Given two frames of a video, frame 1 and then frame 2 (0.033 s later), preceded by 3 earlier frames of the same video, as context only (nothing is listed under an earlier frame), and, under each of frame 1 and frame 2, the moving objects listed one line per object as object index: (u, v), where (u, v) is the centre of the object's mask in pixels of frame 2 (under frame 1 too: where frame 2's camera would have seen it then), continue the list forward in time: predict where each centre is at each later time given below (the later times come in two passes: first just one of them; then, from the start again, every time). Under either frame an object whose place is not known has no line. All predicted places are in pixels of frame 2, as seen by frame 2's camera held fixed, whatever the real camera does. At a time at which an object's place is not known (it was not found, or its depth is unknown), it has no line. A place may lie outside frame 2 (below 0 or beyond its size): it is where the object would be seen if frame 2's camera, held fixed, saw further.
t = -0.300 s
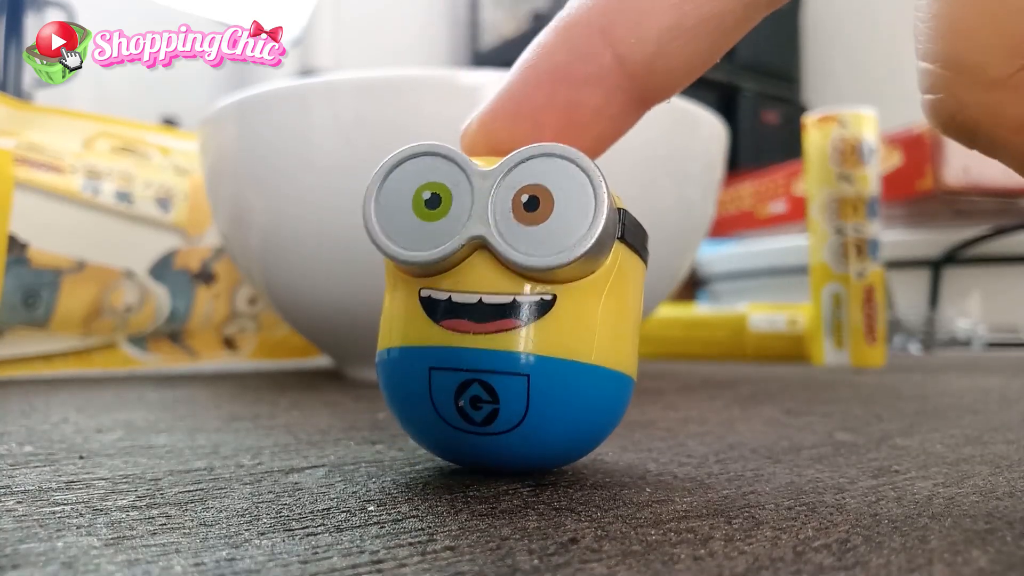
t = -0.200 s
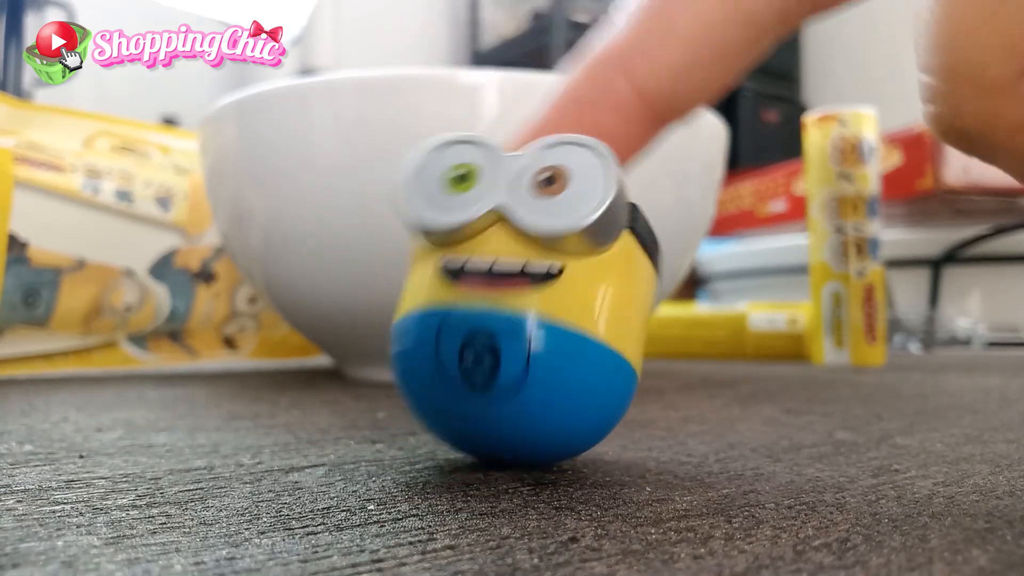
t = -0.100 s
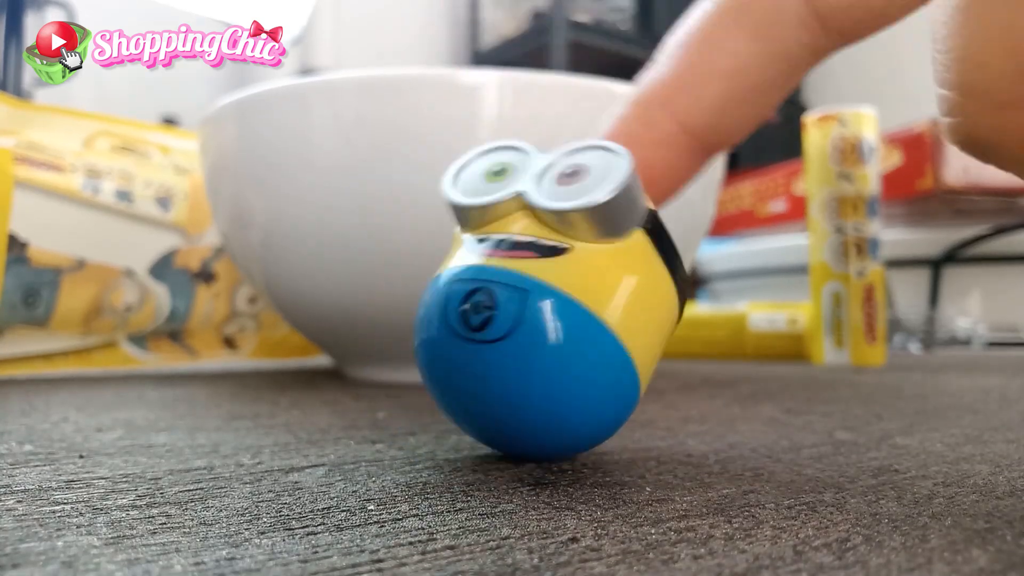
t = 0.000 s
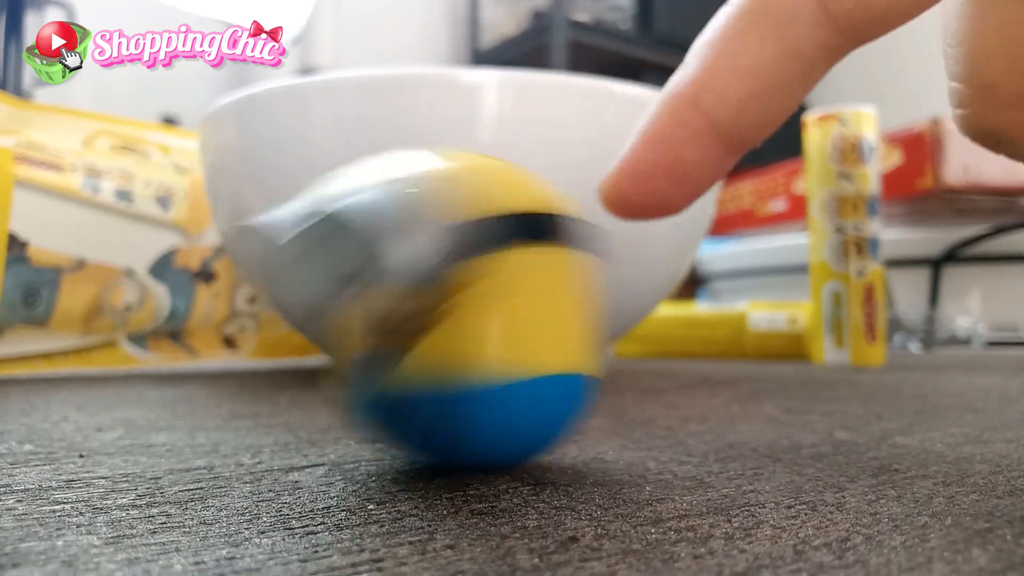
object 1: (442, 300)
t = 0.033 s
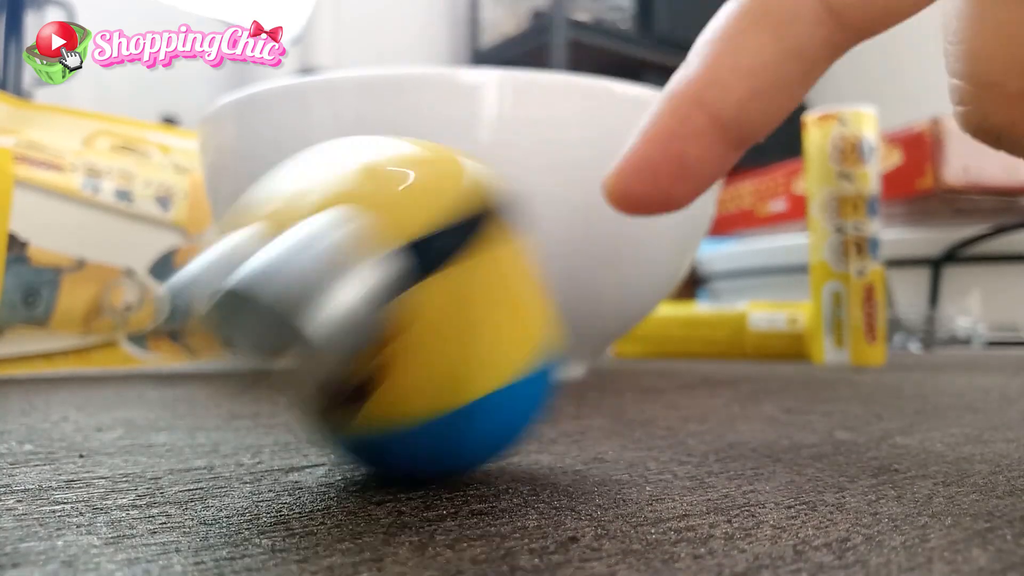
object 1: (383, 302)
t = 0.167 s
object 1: (361, 309)
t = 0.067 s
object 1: (344, 310)
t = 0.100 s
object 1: (324, 317)
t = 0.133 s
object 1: (330, 316)
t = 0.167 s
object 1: (361, 309)
